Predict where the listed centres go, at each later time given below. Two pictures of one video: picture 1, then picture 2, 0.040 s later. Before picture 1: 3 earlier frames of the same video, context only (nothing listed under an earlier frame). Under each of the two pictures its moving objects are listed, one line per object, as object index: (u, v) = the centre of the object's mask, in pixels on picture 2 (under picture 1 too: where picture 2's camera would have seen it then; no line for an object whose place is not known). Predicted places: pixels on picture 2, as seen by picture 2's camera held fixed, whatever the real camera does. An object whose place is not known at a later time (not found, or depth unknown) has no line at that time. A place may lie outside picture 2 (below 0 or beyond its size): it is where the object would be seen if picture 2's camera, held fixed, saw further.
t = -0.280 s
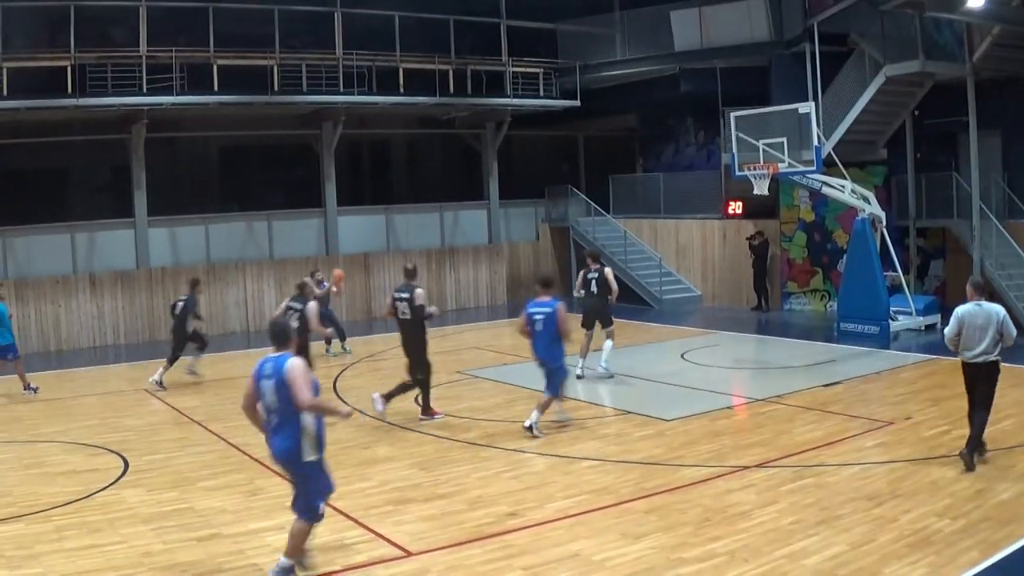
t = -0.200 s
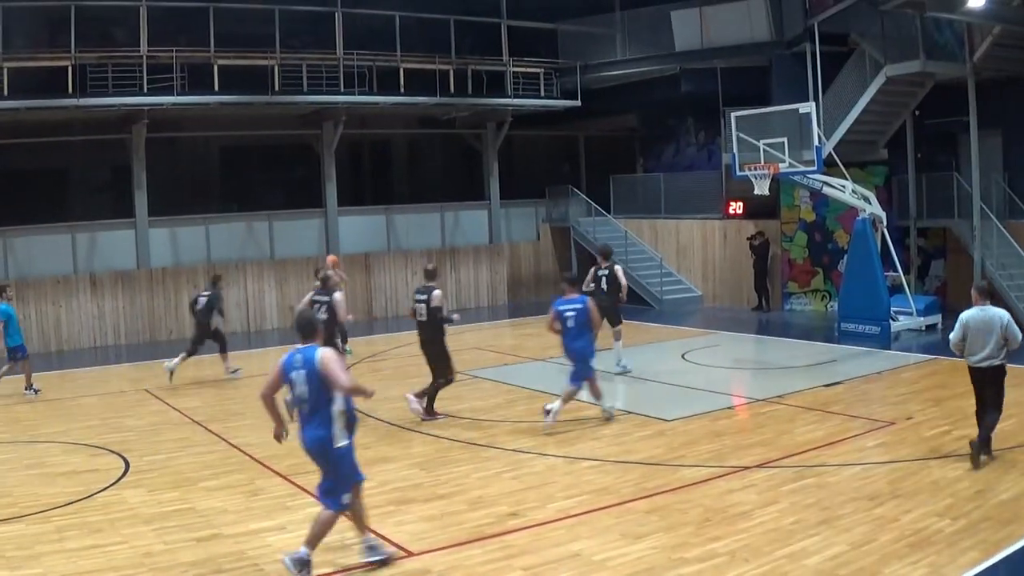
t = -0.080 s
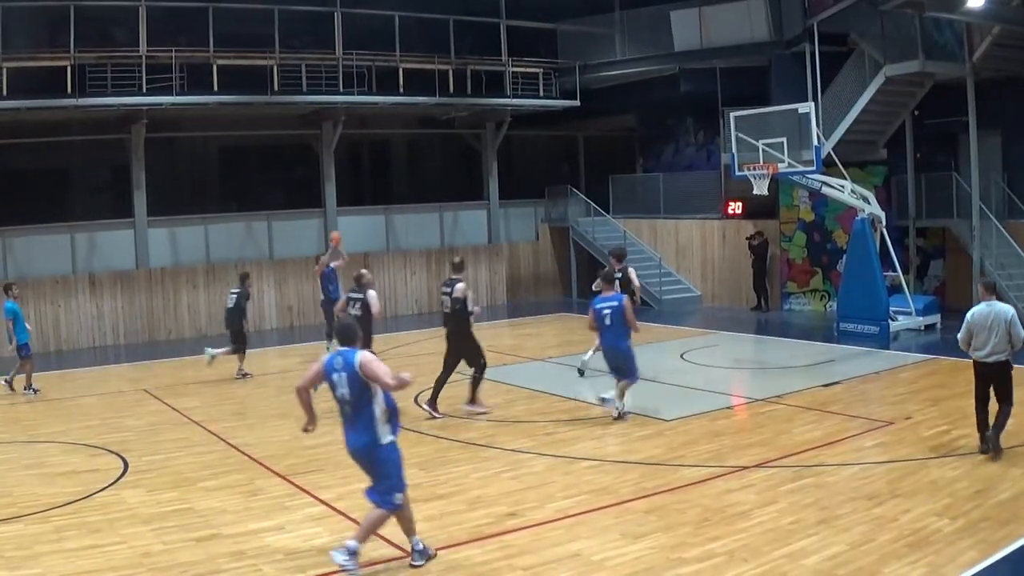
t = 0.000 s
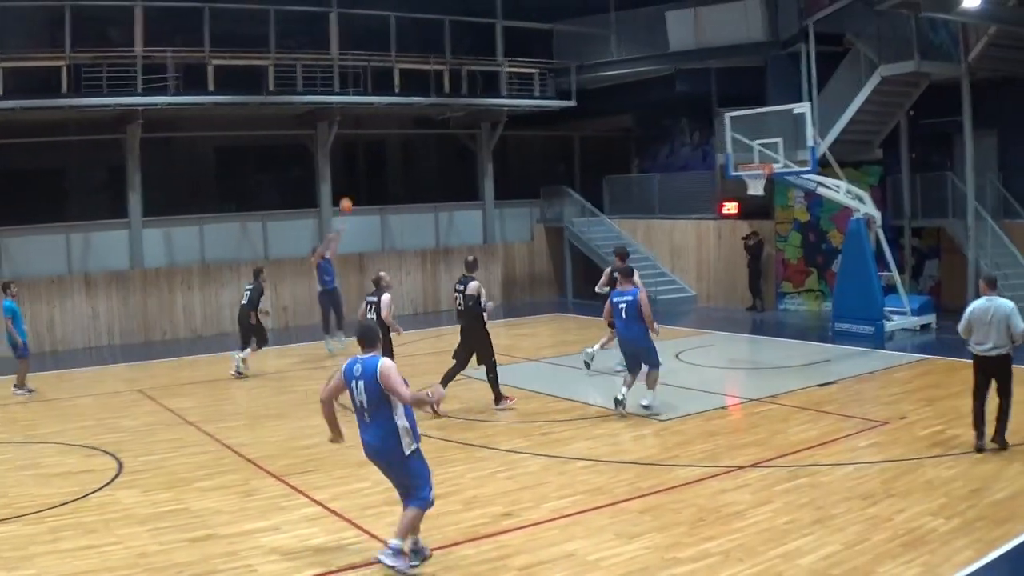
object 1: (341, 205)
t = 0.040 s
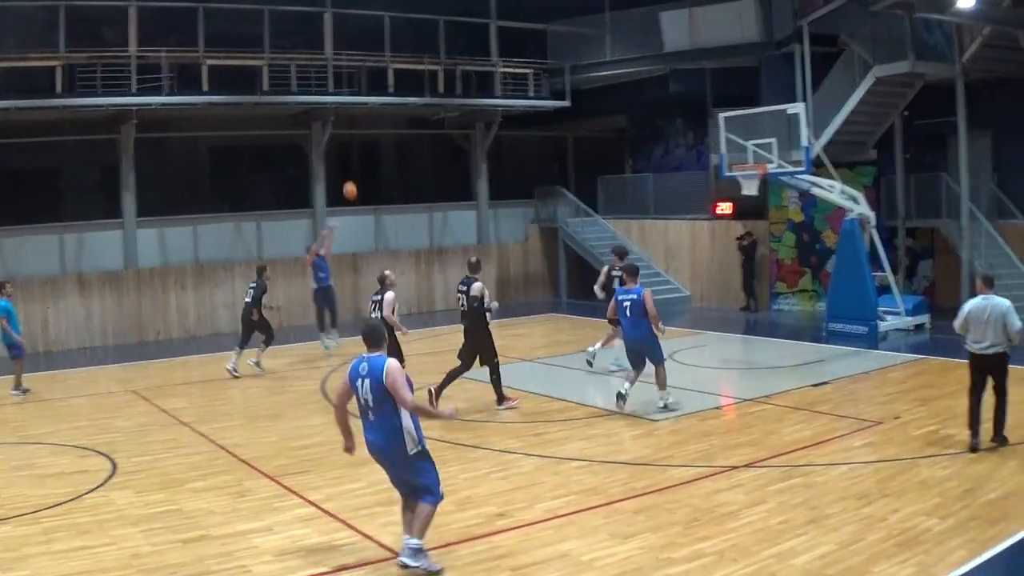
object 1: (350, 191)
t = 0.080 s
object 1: (358, 175)
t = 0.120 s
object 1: (367, 161)
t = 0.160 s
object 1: (376, 147)
